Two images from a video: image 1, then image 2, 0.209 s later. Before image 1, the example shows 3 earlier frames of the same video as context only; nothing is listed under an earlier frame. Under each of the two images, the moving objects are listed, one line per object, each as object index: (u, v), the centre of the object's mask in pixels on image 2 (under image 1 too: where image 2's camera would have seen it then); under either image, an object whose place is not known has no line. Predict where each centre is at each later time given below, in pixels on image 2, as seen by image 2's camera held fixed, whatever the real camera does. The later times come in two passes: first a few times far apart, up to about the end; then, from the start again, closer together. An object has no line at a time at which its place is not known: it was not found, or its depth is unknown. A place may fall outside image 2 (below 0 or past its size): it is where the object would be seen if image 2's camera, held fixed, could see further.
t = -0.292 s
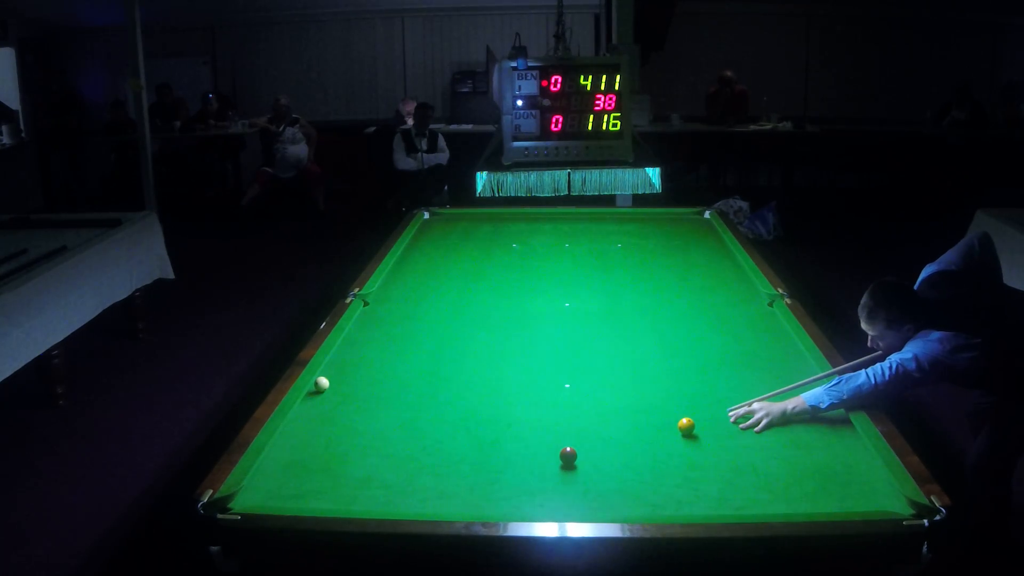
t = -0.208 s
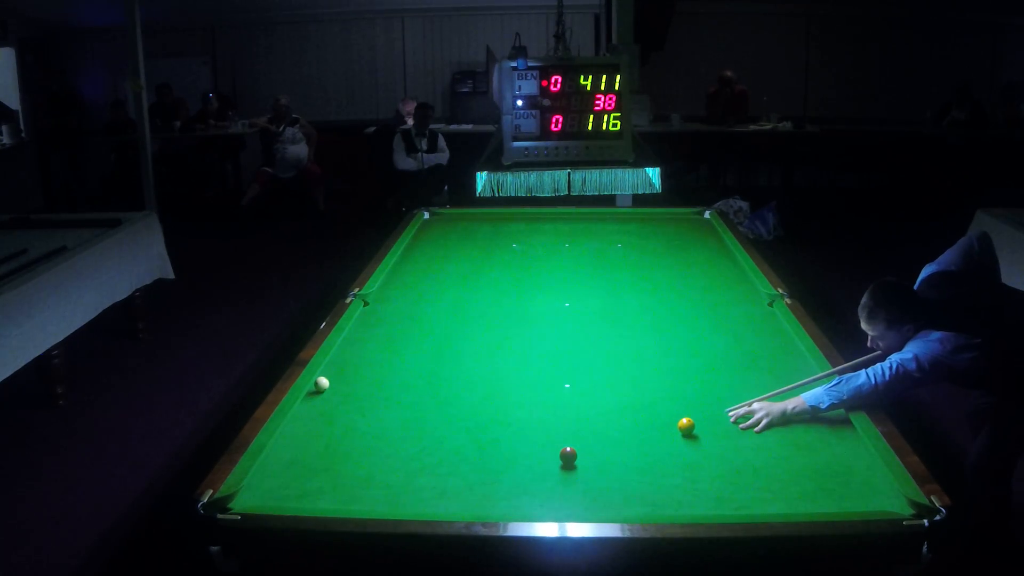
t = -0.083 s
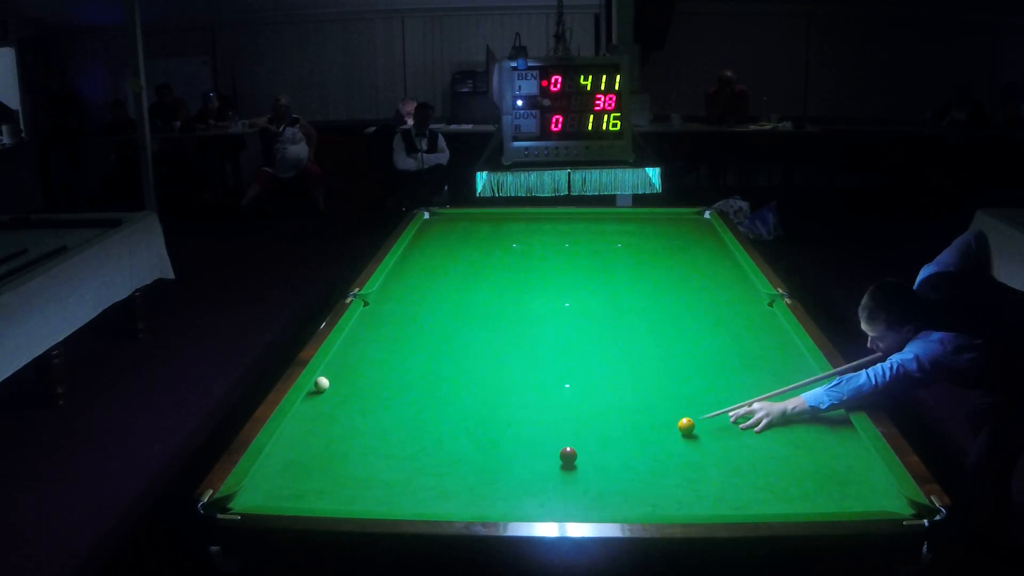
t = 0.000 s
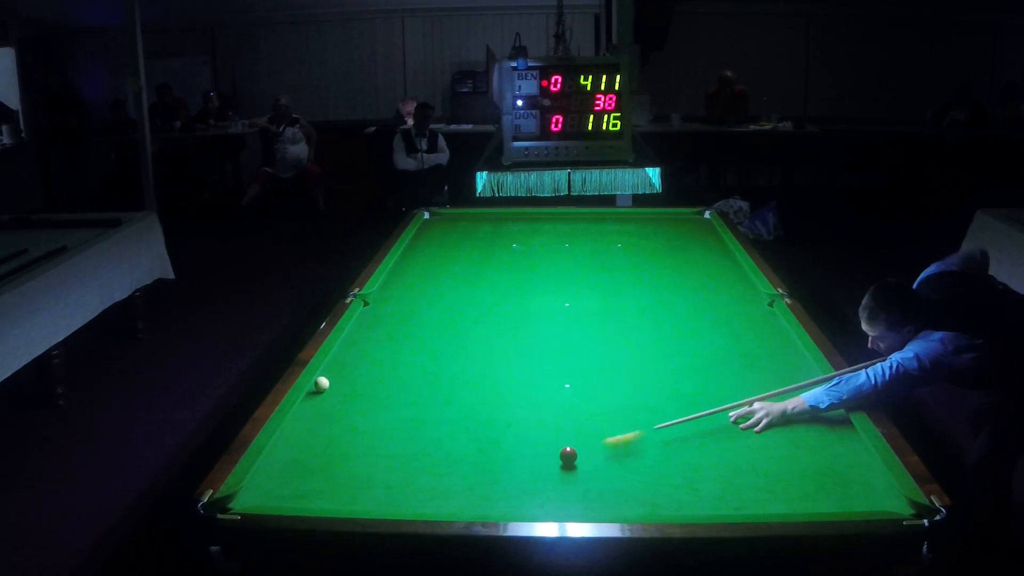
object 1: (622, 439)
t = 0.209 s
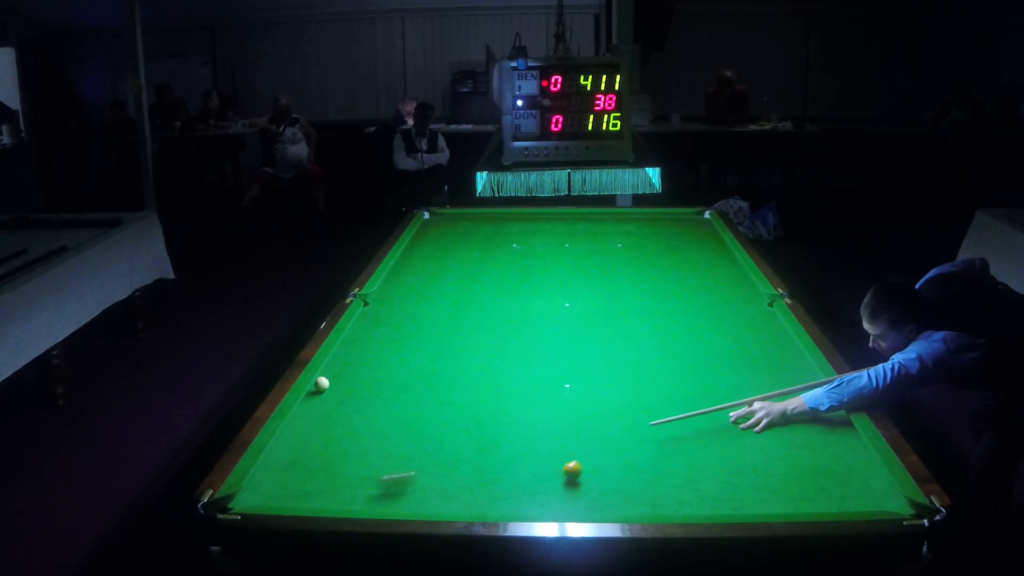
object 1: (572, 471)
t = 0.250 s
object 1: (565, 477)
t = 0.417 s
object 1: (531, 498)
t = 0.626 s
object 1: (490, 499)
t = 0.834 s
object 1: (454, 480)
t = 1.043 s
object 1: (423, 462)
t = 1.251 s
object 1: (395, 446)
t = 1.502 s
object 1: (364, 430)
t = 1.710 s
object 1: (341, 417)
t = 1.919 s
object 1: (321, 406)
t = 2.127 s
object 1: (318, 396)
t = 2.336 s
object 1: (339, 390)
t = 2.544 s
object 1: (357, 384)
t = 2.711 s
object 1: (370, 380)
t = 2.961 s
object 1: (389, 373)
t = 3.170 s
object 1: (403, 369)
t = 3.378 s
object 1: (415, 365)
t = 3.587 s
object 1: (427, 361)
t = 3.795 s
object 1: (436, 358)
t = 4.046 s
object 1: (447, 355)
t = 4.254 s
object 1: (455, 352)
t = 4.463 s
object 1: (462, 351)
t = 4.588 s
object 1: (467, 345)
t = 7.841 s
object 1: (481, 346)
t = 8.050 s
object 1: (484, 345)
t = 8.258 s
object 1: (484, 345)
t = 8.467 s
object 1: (484, 345)
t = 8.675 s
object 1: (484, 345)
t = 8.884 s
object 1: (484, 345)
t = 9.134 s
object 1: (484, 345)
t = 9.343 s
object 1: (484, 345)
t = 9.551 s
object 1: (484, 345)
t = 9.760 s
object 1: (484, 345)
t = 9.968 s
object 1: (484, 345)
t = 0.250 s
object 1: (565, 477)
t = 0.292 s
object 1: (557, 482)
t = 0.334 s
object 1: (548, 487)
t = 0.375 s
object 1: (540, 493)
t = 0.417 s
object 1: (531, 498)
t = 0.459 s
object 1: (522, 503)
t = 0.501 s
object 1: (514, 506)
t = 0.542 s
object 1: (505, 505)
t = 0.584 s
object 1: (497, 502)
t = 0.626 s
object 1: (490, 499)
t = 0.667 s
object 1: (482, 495)
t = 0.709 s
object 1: (475, 492)
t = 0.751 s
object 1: (468, 488)
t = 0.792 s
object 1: (461, 483)
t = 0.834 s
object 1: (454, 480)
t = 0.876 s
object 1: (448, 476)
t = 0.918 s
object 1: (442, 472)
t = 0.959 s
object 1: (436, 469)
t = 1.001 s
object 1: (429, 465)
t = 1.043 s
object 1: (423, 462)
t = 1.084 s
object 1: (417, 459)
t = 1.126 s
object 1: (411, 455)
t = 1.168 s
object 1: (406, 452)
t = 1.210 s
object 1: (400, 449)
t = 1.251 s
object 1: (395, 446)
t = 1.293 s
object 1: (389, 443)
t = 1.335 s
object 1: (384, 440)
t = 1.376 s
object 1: (379, 438)
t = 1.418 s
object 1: (374, 435)
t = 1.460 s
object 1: (369, 432)
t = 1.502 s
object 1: (364, 430)
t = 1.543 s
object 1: (359, 427)
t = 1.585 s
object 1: (354, 424)
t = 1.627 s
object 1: (350, 422)
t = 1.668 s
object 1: (346, 419)
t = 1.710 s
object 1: (341, 417)
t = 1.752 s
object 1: (337, 415)
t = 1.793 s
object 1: (333, 412)
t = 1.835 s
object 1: (329, 410)
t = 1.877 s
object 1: (325, 408)
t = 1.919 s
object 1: (321, 406)
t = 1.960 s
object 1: (317, 404)
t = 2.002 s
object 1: (313, 401)
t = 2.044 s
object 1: (310, 399)
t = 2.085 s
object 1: (314, 397)
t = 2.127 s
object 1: (318, 396)
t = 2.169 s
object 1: (322, 395)
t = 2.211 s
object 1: (326, 394)
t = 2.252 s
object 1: (331, 392)
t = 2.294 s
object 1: (335, 391)
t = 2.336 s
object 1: (339, 390)
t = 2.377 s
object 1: (342, 389)
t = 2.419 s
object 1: (346, 387)
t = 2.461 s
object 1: (350, 386)
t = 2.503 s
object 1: (354, 385)
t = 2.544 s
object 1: (357, 384)
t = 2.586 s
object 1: (361, 383)
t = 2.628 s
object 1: (364, 382)
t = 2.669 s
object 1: (367, 381)
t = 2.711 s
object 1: (370, 380)
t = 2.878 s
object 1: (383, 375)
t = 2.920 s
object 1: (386, 375)
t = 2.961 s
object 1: (389, 373)
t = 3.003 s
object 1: (392, 372)
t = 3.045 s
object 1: (395, 371)
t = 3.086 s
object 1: (398, 371)
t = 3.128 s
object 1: (400, 370)
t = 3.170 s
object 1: (403, 369)
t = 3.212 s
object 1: (406, 368)
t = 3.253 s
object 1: (408, 367)
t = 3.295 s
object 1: (411, 366)
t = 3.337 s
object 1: (413, 366)
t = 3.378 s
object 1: (415, 365)
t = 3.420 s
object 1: (418, 364)
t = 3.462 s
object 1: (420, 363)
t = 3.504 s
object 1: (422, 363)
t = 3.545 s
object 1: (424, 362)
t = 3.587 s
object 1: (427, 361)
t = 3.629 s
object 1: (429, 360)
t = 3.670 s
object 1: (431, 360)
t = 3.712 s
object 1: (433, 359)
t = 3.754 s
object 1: (434, 359)
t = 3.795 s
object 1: (436, 358)
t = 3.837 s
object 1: (438, 358)
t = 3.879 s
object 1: (440, 357)
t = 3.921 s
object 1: (442, 356)
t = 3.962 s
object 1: (444, 356)
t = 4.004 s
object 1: (445, 355)
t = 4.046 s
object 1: (447, 355)
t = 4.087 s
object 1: (449, 354)
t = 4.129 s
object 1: (450, 354)
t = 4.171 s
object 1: (452, 353)
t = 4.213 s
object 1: (453, 353)
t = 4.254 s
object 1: (455, 352)
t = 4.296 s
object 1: (456, 352)
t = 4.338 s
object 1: (458, 352)
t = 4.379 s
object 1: (459, 351)
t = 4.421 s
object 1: (460, 351)
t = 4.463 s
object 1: (462, 351)
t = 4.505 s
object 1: (463, 349)
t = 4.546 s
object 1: (465, 347)
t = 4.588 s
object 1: (467, 345)
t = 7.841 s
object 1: (481, 346)
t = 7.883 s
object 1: (482, 345)
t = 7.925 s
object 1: (484, 344)
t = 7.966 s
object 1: (484, 344)
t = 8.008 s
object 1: (484, 344)
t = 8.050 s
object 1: (484, 345)
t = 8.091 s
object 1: (484, 344)
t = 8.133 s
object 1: (484, 345)
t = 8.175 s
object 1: (484, 345)
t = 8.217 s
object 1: (484, 345)
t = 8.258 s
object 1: (484, 345)
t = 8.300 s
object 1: (484, 345)
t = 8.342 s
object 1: (484, 345)
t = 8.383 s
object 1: (484, 345)
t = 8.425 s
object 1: (484, 345)
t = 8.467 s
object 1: (484, 345)
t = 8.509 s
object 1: (484, 345)
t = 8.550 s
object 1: (484, 345)
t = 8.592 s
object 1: (484, 345)
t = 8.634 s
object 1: (484, 345)
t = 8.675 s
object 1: (484, 345)
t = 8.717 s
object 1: (484, 345)
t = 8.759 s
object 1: (484, 344)
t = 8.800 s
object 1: (484, 345)
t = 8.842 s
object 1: (484, 345)
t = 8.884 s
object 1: (484, 345)
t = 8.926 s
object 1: (484, 344)
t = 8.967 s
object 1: (484, 345)
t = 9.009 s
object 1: (484, 345)
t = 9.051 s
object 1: (484, 345)
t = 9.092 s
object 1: (484, 345)
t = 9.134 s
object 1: (484, 345)
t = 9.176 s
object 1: (484, 345)
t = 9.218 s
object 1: (484, 345)
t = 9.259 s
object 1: (484, 345)
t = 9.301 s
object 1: (484, 345)
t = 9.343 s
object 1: (484, 345)
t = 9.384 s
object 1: (484, 345)
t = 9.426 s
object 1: (484, 345)
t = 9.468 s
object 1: (484, 345)
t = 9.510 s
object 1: (484, 345)
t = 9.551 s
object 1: (484, 345)
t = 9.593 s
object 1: (484, 345)
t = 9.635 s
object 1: (484, 345)
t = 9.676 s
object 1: (484, 345)
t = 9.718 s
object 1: (484, 345)
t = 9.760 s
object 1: (484, 345)
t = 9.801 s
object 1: (484, 345)
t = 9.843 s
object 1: (484, 345)
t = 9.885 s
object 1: (484, 345)
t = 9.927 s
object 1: (484, 345)
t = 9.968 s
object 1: (484, 345)
